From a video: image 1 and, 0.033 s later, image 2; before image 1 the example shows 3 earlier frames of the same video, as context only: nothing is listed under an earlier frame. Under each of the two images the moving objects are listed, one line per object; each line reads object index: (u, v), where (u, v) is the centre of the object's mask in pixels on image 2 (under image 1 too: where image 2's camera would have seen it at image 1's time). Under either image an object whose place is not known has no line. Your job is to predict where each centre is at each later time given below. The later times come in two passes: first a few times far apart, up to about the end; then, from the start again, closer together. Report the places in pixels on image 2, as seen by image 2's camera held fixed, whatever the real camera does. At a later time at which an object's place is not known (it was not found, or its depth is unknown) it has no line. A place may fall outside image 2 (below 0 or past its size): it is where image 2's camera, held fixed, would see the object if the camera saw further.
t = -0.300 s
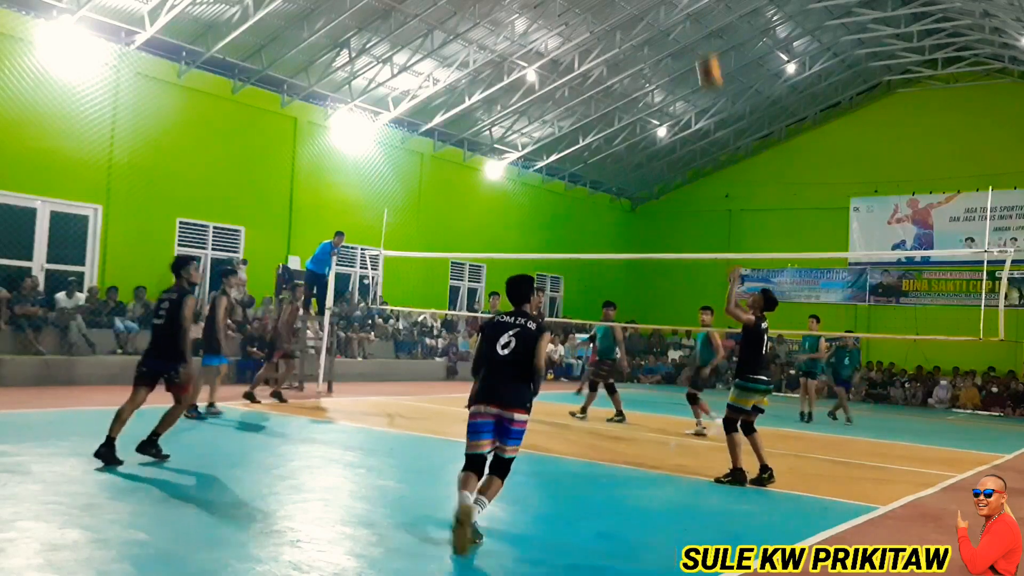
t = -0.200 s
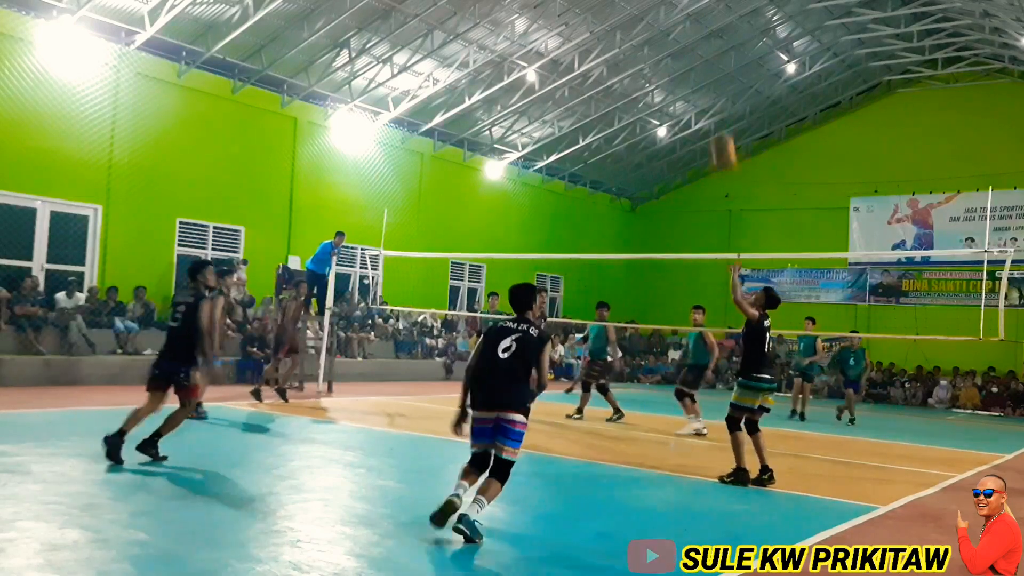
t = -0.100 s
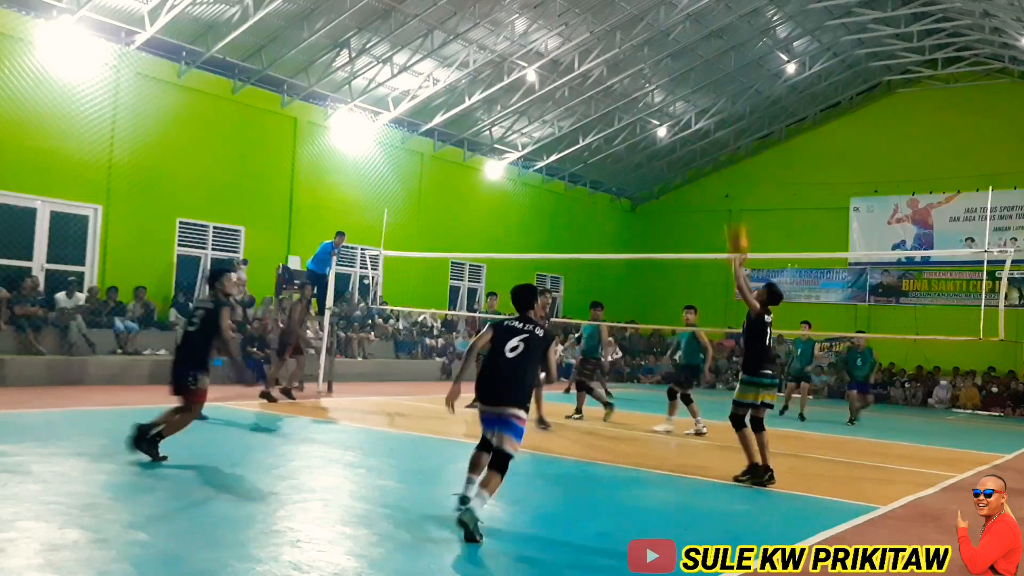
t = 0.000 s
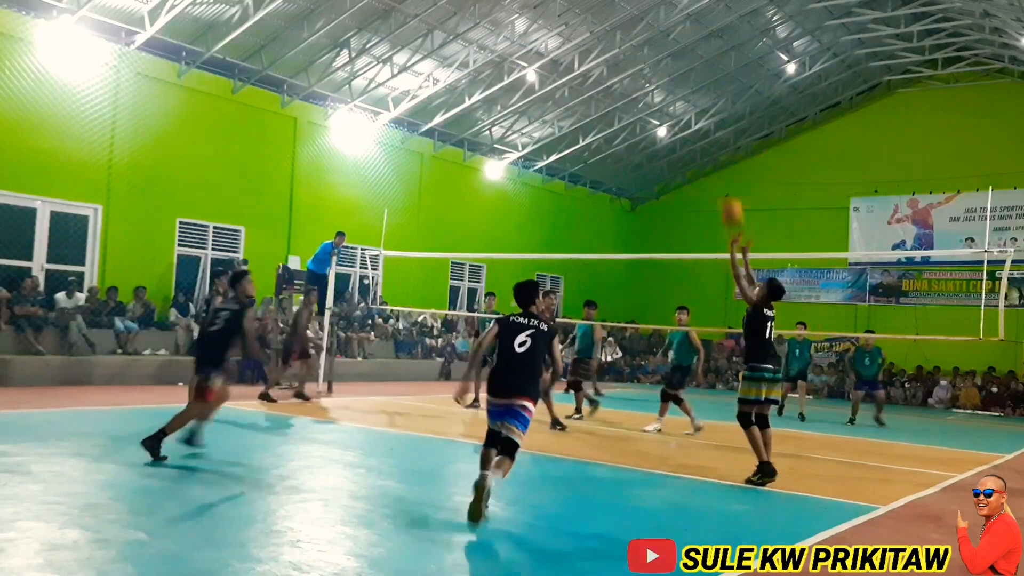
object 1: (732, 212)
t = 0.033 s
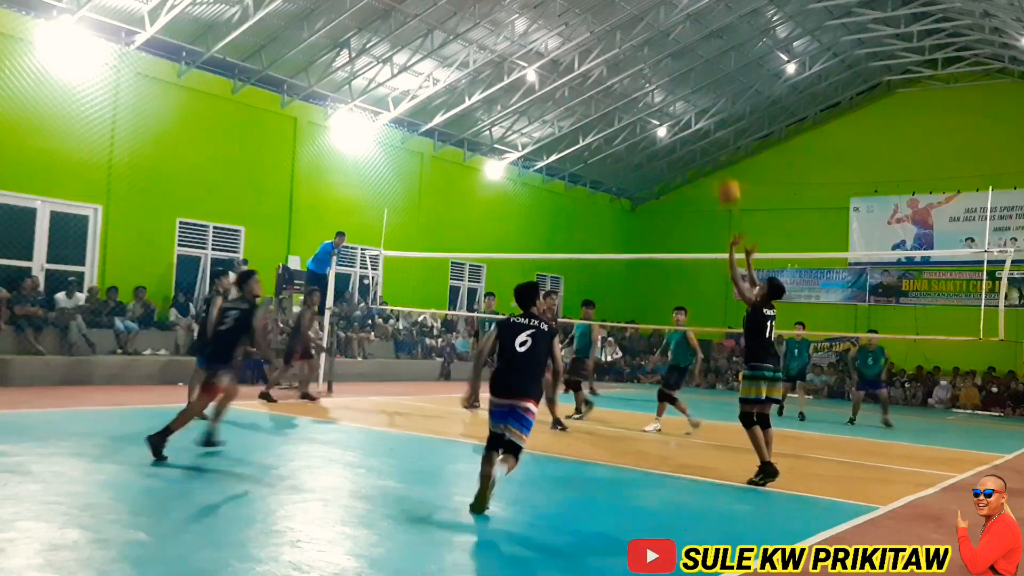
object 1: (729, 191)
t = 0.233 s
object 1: (709, 102)
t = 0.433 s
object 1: (688, 55)
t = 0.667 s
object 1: (665, 51)
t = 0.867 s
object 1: (643, 90)
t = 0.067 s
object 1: (725, 173)
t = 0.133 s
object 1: (718, 141)
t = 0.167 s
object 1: (715, 126)
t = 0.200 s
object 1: (712, 114)
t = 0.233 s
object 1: (709, 102)
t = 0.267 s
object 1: (705, 91)
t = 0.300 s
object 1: (701, 81)
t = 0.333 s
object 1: (698, 73)
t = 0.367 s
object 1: (695, 66)
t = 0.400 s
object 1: (691, 60)
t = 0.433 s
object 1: (688, 55)
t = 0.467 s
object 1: (685, 51)
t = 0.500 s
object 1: (681, 48)
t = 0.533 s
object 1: (678, 46)
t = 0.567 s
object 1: (675, 46)
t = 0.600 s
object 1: (671, 46)
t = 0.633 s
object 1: (668, 48)
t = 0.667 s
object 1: (665, 51)
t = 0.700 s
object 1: (661, 55)
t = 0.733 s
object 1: (658, 60)
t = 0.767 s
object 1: (654, 66)
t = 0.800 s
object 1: (650, 73)
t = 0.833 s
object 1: (647, 80)
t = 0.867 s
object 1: (643, 90)
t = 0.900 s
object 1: (640, 99)
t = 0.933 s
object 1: (636, 111)
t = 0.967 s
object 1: (632, 123)
